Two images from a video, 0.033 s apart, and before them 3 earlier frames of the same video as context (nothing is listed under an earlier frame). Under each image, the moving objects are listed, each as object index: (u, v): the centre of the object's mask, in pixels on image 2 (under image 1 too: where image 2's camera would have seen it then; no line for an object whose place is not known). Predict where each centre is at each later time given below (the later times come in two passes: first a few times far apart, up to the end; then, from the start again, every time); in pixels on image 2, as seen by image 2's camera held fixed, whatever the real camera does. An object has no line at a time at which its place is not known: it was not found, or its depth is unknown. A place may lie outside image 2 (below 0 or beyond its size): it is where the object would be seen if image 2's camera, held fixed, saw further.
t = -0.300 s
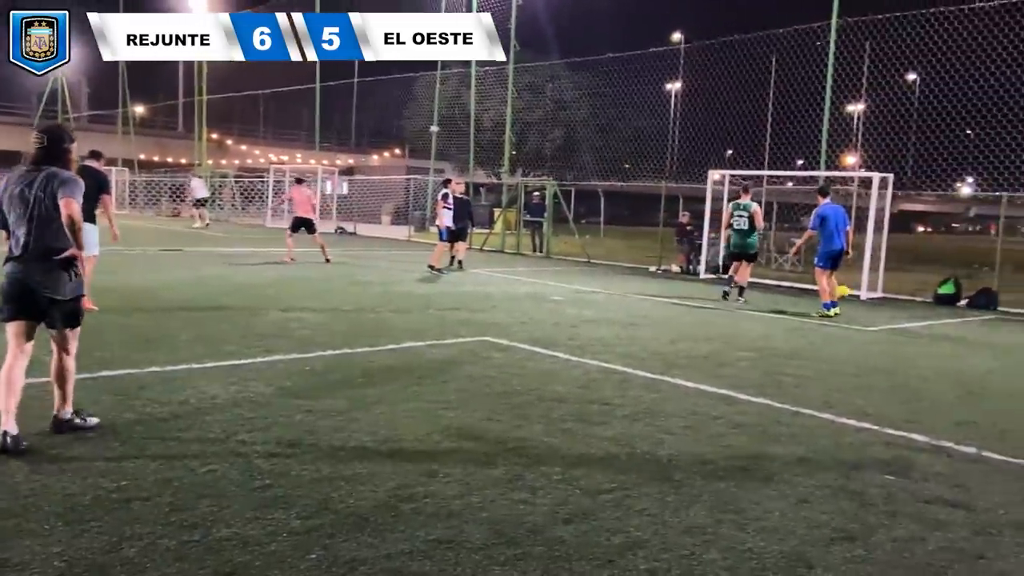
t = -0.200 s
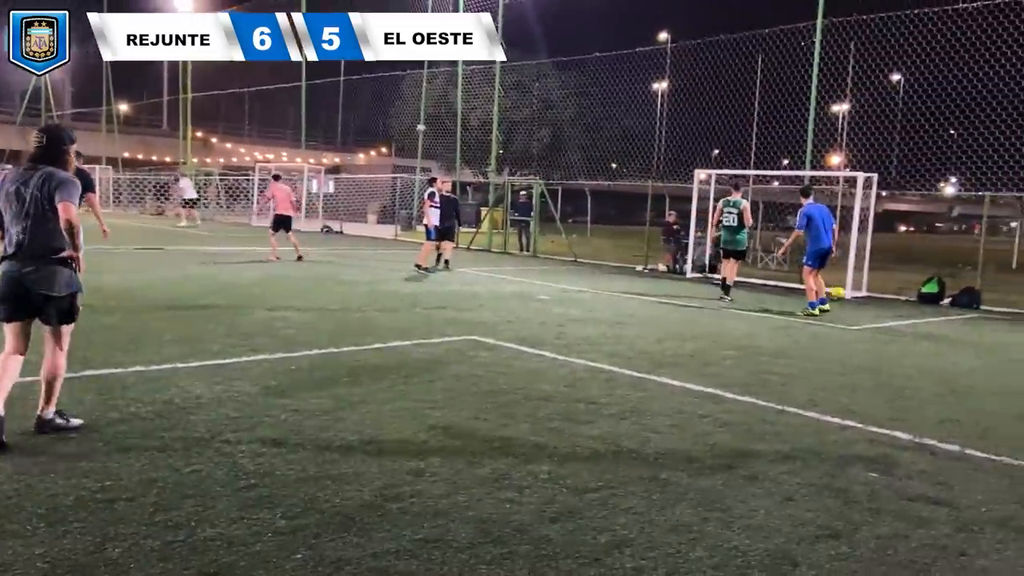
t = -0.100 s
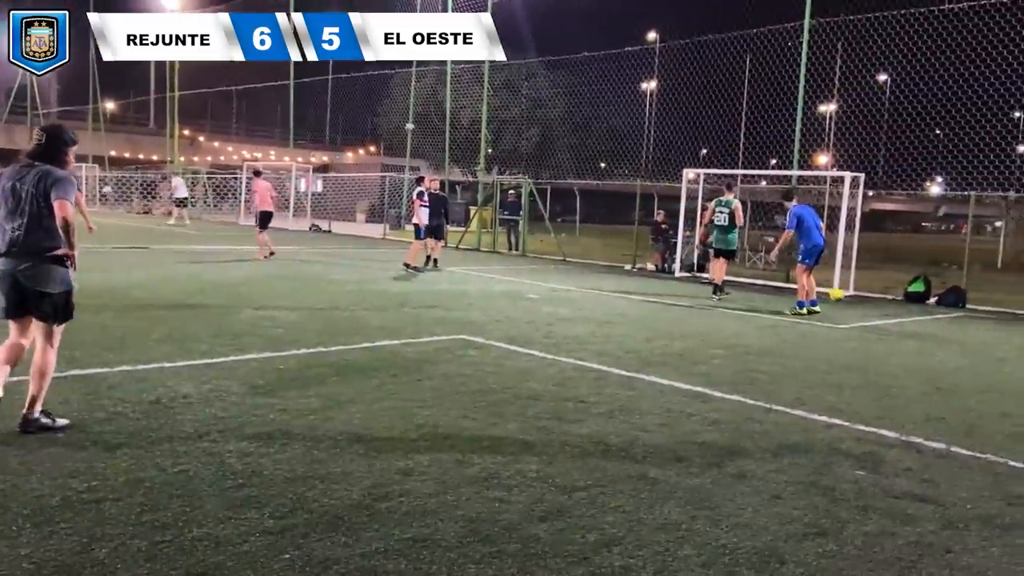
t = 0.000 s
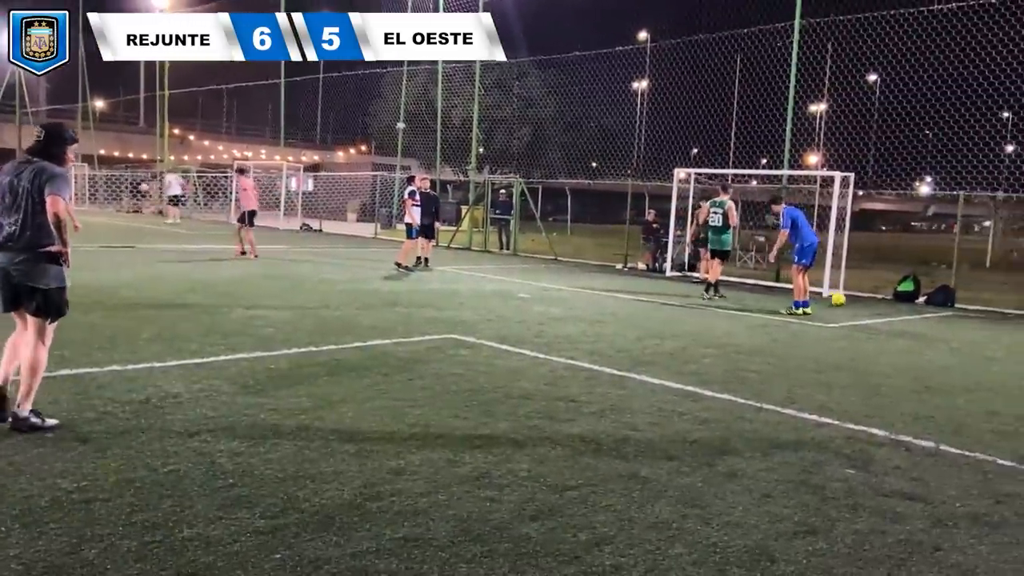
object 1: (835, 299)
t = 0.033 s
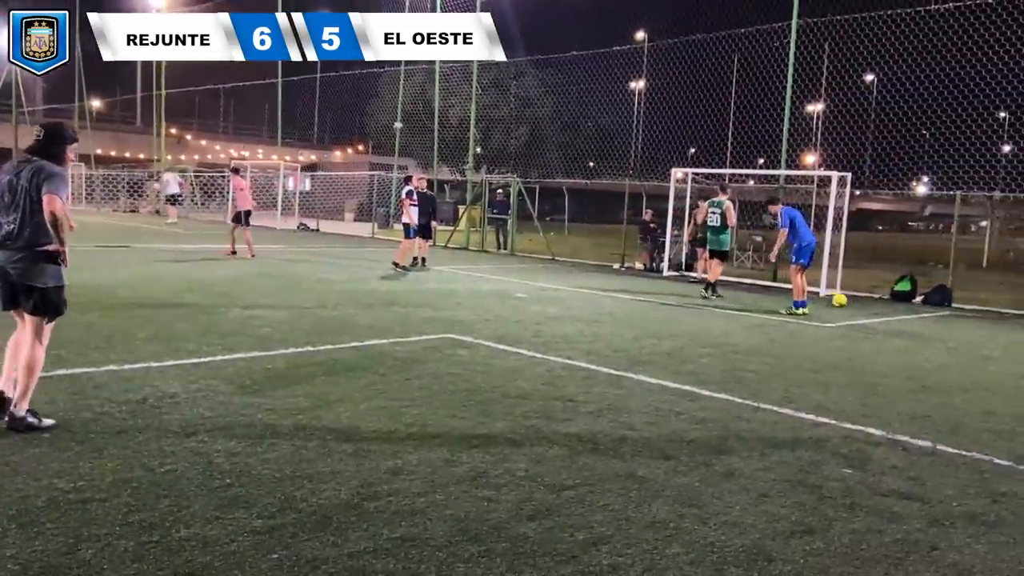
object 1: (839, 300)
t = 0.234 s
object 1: (867, 308)
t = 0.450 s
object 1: (899, 315)
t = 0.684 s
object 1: (940, 324)
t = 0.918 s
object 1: (987, 335)
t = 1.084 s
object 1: (1025, 342)
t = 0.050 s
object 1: (842, 301)
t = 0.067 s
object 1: (844, 302)
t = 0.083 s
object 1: (846, 302)
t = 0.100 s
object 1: (848, 303)
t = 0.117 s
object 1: (850, 303)
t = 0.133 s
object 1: (852, 304)
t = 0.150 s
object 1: (855, 305)
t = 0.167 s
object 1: (857, 305)
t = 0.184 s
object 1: (860, 306)
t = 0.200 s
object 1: (862, 306)
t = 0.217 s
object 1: (864, 307)
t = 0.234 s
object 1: (867, 308)
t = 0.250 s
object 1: (870, 308)
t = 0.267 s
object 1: (872, 309)
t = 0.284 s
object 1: (874, 308)
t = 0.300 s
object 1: (876, 309)
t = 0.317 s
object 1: (879, 309)
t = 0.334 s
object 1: (881, 309)
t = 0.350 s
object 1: (884, 310)
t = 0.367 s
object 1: (886, 311)
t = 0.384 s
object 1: (889, 312)
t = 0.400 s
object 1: (891, 314)
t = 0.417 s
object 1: (894, 314)
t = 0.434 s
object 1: (896, 314)
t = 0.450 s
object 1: (899, 315)
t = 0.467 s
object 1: (902, 316)
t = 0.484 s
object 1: (905, 316)
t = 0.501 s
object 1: (908, 317)
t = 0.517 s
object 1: (911, 318)
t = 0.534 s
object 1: (914, 319)
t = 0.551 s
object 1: (916, 320)
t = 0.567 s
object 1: (920, 320)
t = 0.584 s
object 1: (923, 321)
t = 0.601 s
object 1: (925, 321)
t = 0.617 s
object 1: (928, 321)
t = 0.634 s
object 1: (931, 321)
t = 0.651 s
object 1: (934, 322)
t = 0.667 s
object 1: (937, 323)
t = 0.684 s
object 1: (940, 324)
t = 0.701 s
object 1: (943, 326)
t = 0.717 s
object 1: (946, 326)
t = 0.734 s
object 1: (949, 327)
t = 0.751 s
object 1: (953, 327)
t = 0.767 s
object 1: (956, 328)
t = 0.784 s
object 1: (959, 328)
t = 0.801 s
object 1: (963, 329)
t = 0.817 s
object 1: (966, 330)
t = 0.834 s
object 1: (970, 331)
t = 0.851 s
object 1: (973, 331)
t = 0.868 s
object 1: (977, 332)
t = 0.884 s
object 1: (980, 333)
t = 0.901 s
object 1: (984, 334)
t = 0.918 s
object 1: (987, 335)
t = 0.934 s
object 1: (990, 336)
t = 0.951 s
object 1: (995, 336)
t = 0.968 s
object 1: (998, 337)
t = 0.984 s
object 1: (1002, 338)
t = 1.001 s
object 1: (1006, 339)
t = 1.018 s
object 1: (1010, 339)
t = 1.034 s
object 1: (1013, 340)
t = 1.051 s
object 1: (1017, 340)
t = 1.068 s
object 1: (1021, 341)
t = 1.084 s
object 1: (1025, 342)
